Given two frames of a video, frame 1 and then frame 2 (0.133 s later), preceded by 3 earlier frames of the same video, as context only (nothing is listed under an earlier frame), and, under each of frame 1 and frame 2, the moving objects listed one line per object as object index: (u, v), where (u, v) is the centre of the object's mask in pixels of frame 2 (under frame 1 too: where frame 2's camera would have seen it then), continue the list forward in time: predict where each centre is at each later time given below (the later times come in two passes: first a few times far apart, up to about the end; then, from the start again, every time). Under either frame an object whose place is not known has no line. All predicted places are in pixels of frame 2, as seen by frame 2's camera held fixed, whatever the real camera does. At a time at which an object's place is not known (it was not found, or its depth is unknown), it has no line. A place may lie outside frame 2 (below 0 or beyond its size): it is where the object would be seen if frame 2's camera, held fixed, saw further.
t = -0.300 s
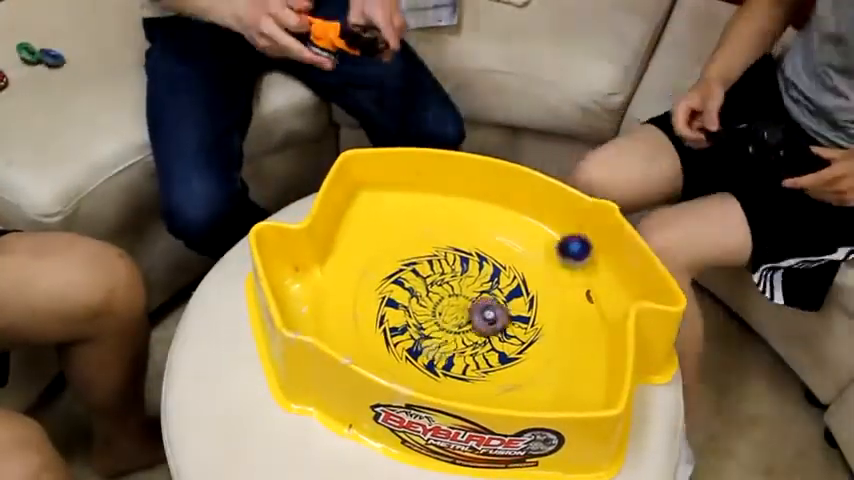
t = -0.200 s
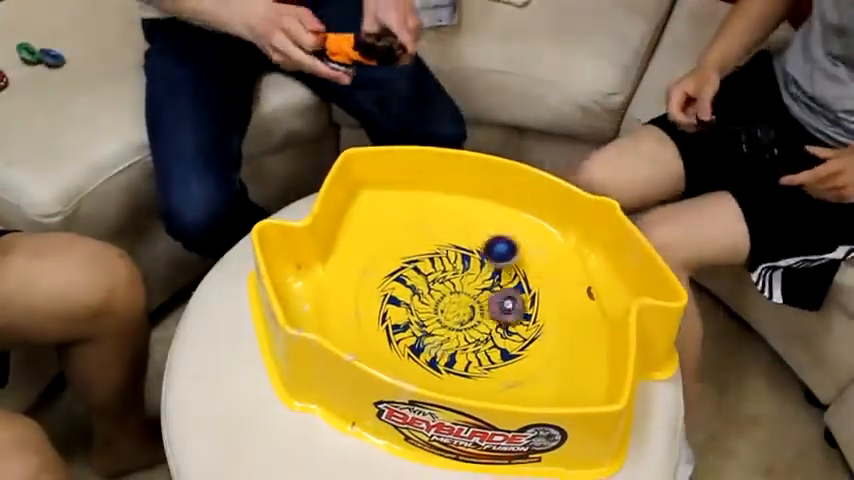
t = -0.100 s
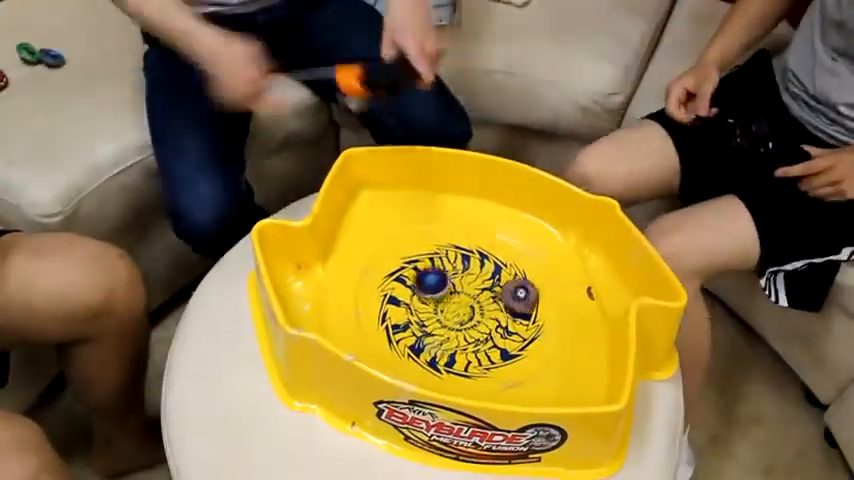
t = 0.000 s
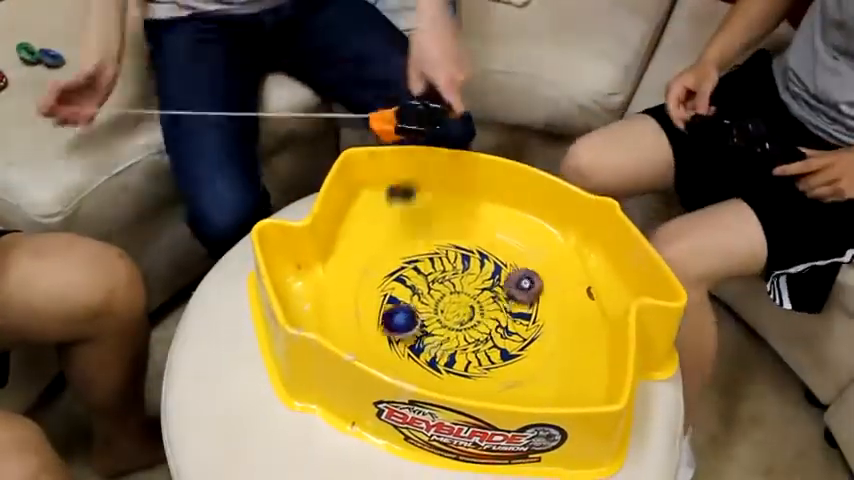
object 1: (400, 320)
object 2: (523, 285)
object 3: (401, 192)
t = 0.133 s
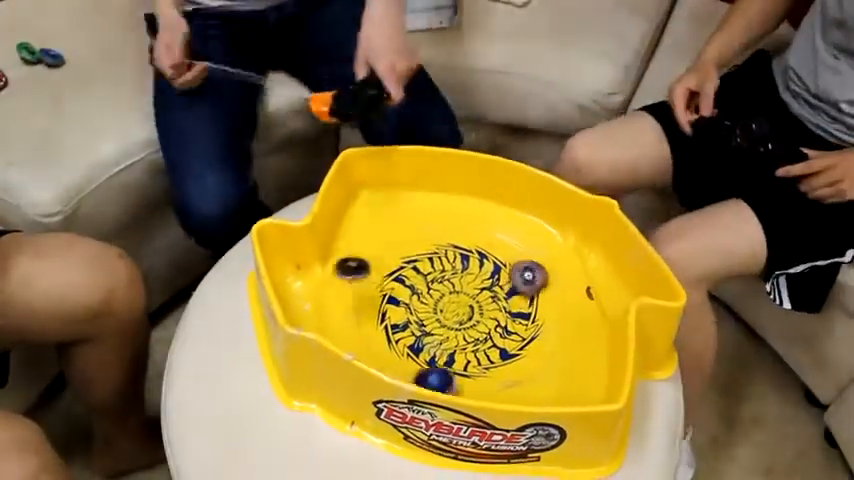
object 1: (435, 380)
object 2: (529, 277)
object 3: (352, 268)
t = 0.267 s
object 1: (536, 390)
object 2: (532, 271)
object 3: (356, 320)
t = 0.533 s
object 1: (565, 295)
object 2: (513, 277)
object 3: (501, 234)
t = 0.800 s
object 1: (441, 237)
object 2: (407, 290)
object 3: (535, 238)
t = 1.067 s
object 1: (372, 339)
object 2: (416, 348)
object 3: (466, 299)
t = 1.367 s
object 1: (552, 341)
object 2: (451, 330)
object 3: (390, 290)
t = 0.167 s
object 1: (458, 388)
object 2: (529, 276)
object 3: (342, 294)
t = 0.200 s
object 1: (484, 392)
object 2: (531, 274)
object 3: (332, 327)
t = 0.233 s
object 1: (511, 391)
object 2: (532, 272)
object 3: (339, 332)
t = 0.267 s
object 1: (536, 390)
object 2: (532, 271)
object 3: (356, 320)
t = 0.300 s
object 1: (555, 387)
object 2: (531, 272)
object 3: (375, 310)
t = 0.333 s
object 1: (570, 379)
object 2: (531, 272)
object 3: (395, 299)
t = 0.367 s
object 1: (579, 369)
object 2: (529, 272)
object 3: (415, 288)
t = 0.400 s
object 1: (583, 357)
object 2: (528, 273)
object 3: (433, 277)
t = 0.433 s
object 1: (583, 343)
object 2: (525, 273)
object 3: (453, 264)
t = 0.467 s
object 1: (580, 327)
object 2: (521, 274)
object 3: (470, 254)
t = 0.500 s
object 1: (573, 312)
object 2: (517, 275)
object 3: (486, 243)
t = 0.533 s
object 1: (565, 295)
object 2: (513, 277)
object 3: (501, 234)
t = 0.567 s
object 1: (552, 280)
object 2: (510, 278)
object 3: (512, 226)
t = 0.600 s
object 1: (545, 267)
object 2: (498, 279)
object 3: (521, 223)
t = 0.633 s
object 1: (537, 255)
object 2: (480, 280)
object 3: (528, 225)
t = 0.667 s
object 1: (521, 247)
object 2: (464, 280)
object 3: (534, 217)
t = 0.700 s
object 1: (503, 242)
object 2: (450, 281)
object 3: (536, 217)
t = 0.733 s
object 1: (483, 238)
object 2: (433, 282)
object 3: (538, 223)
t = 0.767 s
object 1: (462, 236)
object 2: (419, 286)
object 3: (537, 235)
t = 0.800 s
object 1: (441, 237)
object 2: (407, 290)
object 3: (535, 238)
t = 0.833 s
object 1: (422, 242)
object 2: (397, 297)
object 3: (531, 247)
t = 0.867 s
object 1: (404, 250)
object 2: (389, 304)
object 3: (526, 256)
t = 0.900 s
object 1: (389, 260)
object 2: (386, 312)
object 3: (519, 265)
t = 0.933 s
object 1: (378, 274)
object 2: (387, 319)
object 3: (510, 273)
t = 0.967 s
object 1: (370, 291)
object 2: (389, 328)
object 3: (499, 281)
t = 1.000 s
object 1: (366, 307)
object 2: (395, 335)
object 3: (489, 287)
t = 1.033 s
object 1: (366, 322)
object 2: (405, 342)
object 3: (478, 293)
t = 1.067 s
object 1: (372, 339)
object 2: (416, 348)
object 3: (466, 299)
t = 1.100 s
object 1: (386, 355)
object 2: (427, 349)
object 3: (455, 302)
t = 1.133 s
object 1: (409, 367)
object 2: (435, 348)
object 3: (445, 303)
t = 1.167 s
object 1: (431, 376)
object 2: (443, 347)
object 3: (434, 305)
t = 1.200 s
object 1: (457, 382)
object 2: (449, 343)
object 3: (424, 305)
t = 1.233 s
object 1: (481, 383)
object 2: (452, 339)
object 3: (416, 304)
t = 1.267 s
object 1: (506, 379)
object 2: (453, 336)
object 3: (407, 301)
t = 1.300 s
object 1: (526, 369)
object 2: (453, 334)
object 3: (400, 298)
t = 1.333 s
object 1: (542, 356)
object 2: (453, 331)
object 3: (395, 293)
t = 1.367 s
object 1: (552, 341)
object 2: (451, 330)
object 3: (390, 290)
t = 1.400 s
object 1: (557, 324)
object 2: (449, 329)
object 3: (384, 287)
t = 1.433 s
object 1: (557, 308)
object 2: (449, 328)
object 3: (381, 284)
